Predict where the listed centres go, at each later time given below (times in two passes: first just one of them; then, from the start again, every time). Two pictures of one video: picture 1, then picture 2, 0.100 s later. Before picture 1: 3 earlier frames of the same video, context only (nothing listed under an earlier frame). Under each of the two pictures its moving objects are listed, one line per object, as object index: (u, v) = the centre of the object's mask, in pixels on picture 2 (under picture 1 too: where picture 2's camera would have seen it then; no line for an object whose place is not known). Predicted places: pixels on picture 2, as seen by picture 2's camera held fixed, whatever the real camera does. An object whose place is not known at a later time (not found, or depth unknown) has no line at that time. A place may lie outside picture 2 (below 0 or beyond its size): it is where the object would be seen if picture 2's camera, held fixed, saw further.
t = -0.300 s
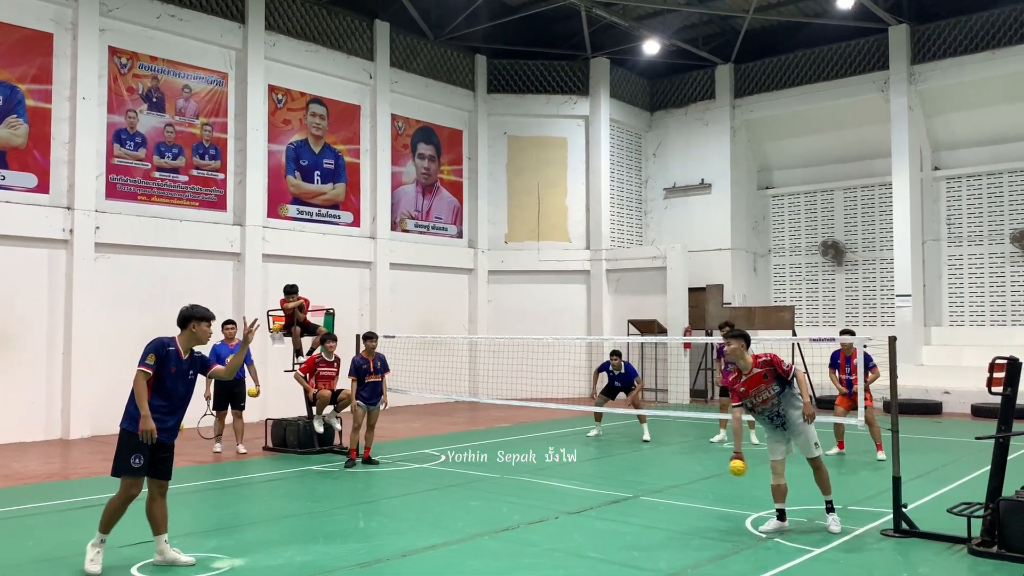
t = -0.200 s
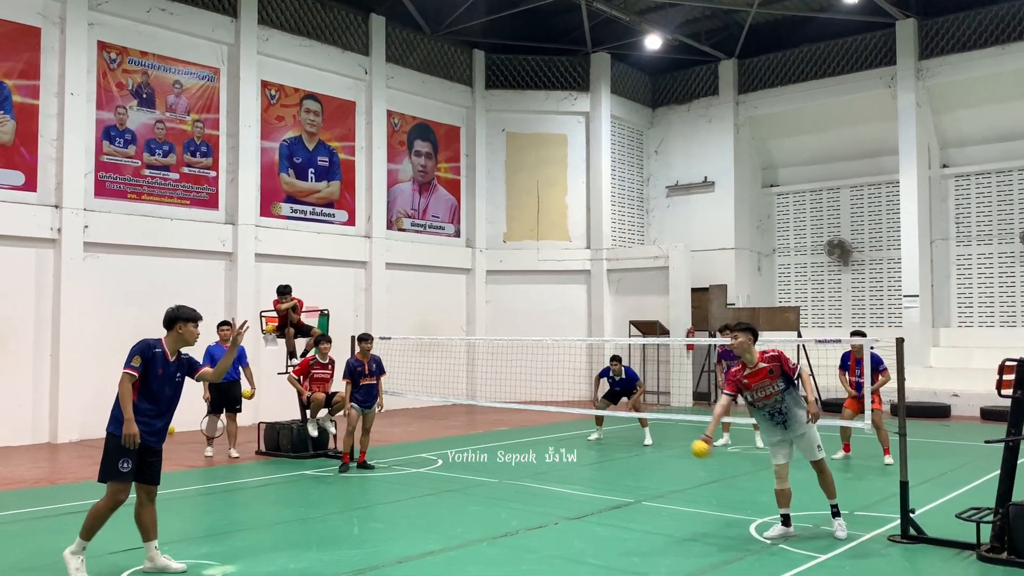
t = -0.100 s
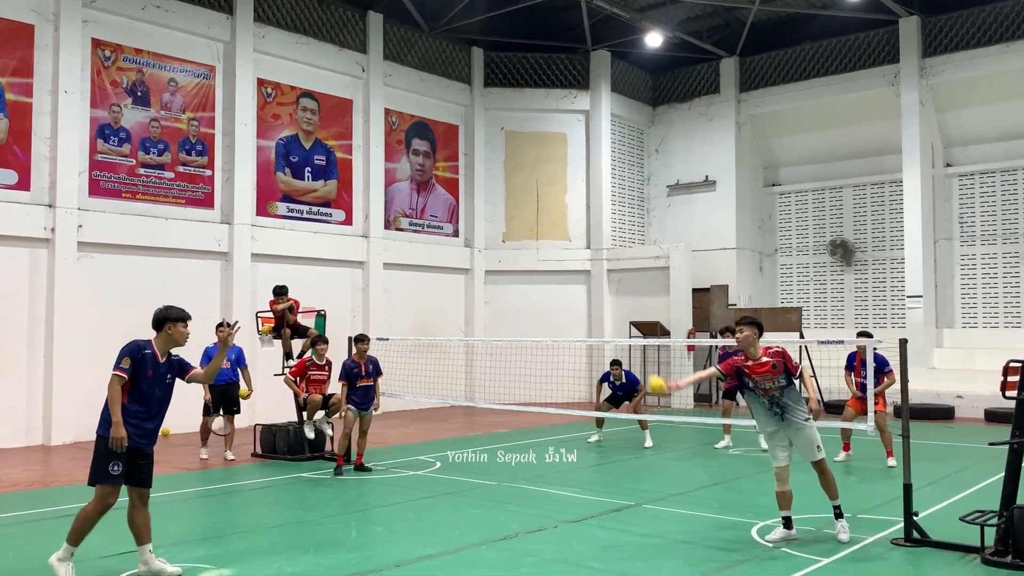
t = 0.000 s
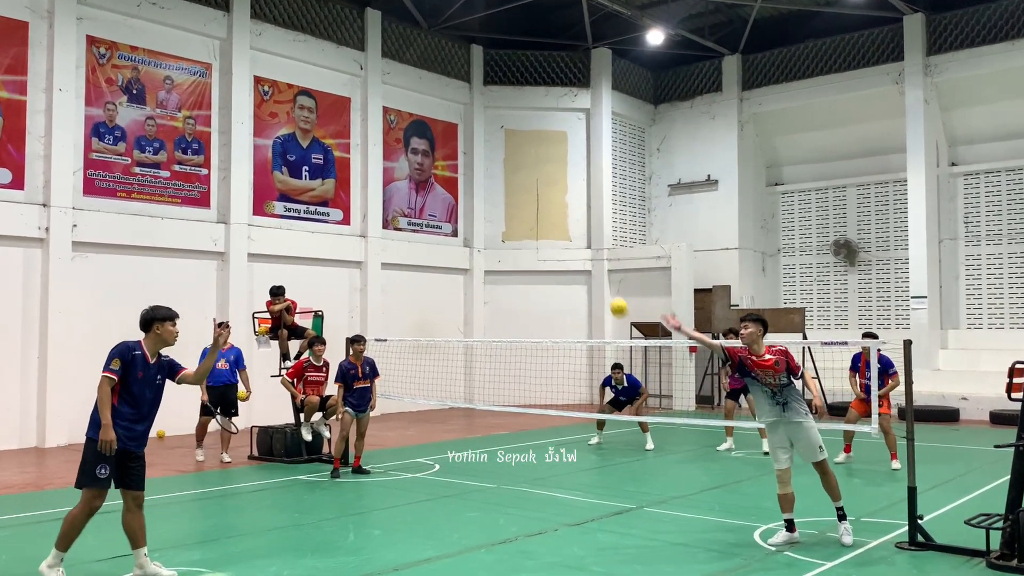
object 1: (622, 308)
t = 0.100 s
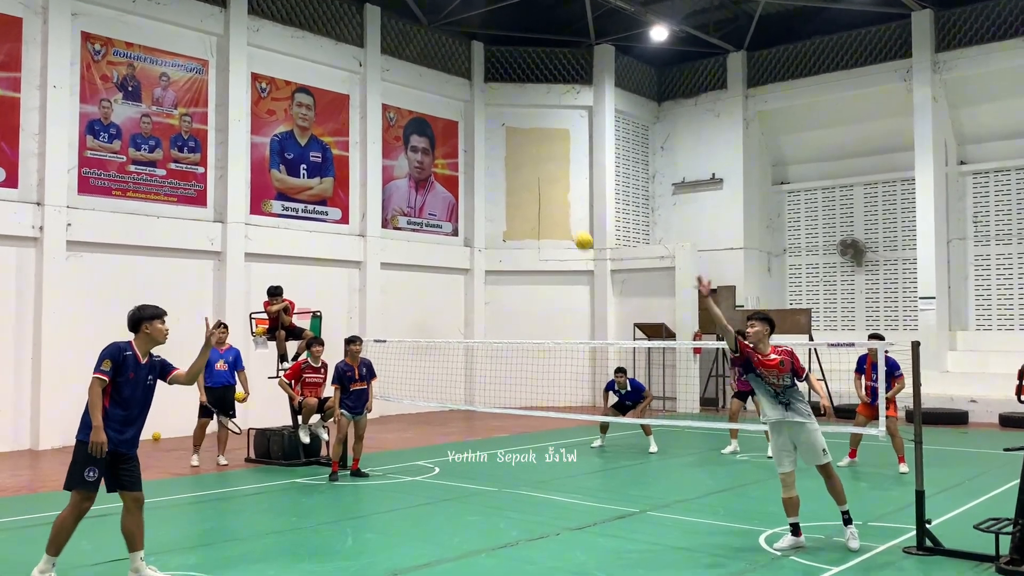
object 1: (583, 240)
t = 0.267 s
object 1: (521, 158)
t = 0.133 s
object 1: (571, 221)
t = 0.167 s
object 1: (559, 203)
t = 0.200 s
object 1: (546, 186)
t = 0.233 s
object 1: (534, 172)
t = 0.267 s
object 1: (521, 158)
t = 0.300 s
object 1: (509, 146)
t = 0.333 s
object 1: (496, 135)
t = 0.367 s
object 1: (483, 126)
